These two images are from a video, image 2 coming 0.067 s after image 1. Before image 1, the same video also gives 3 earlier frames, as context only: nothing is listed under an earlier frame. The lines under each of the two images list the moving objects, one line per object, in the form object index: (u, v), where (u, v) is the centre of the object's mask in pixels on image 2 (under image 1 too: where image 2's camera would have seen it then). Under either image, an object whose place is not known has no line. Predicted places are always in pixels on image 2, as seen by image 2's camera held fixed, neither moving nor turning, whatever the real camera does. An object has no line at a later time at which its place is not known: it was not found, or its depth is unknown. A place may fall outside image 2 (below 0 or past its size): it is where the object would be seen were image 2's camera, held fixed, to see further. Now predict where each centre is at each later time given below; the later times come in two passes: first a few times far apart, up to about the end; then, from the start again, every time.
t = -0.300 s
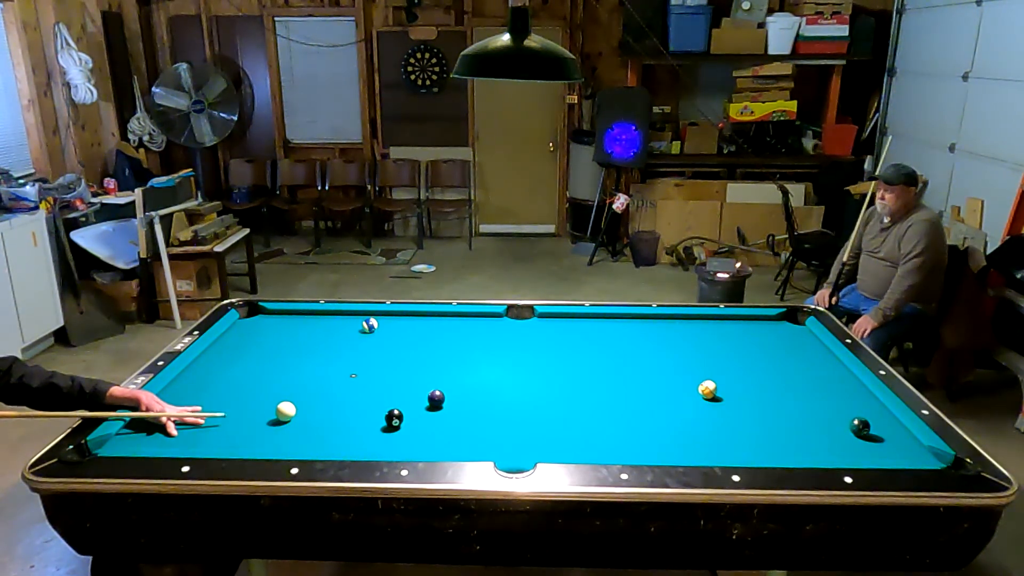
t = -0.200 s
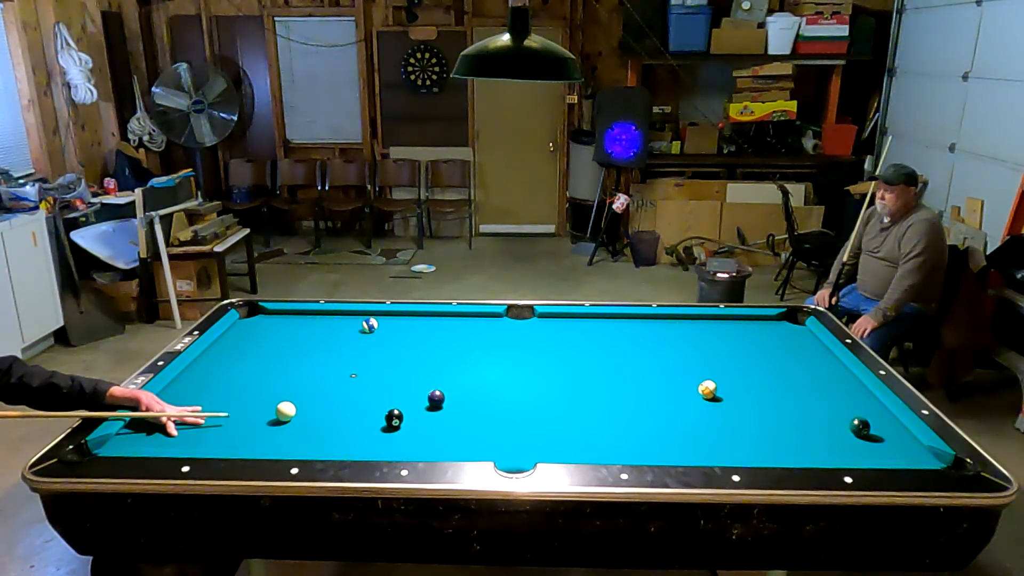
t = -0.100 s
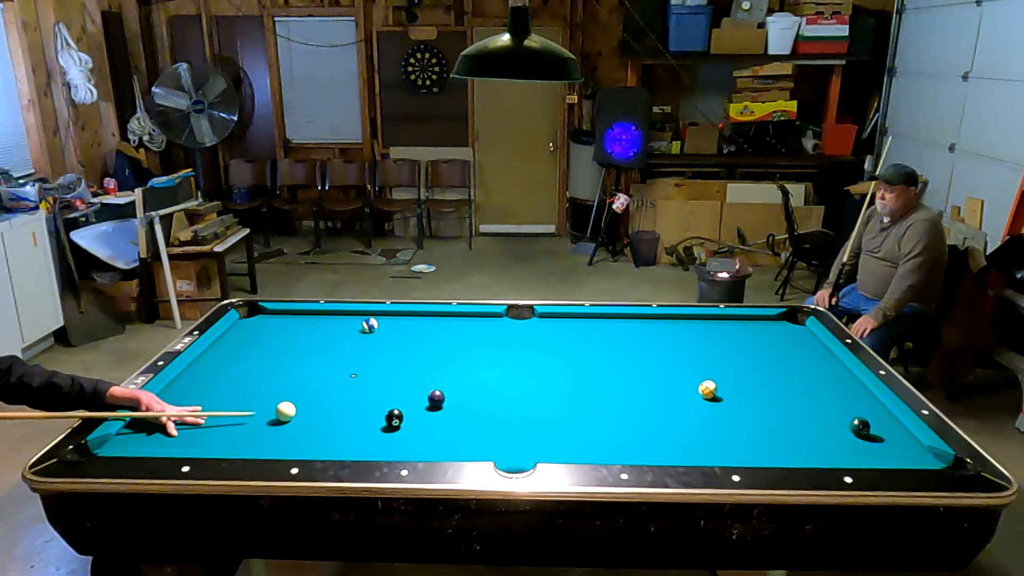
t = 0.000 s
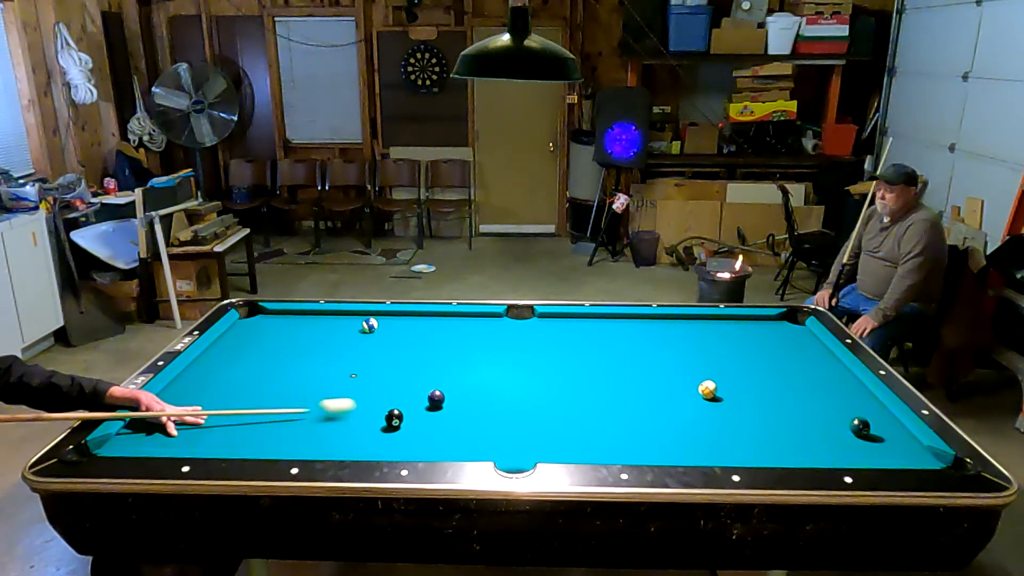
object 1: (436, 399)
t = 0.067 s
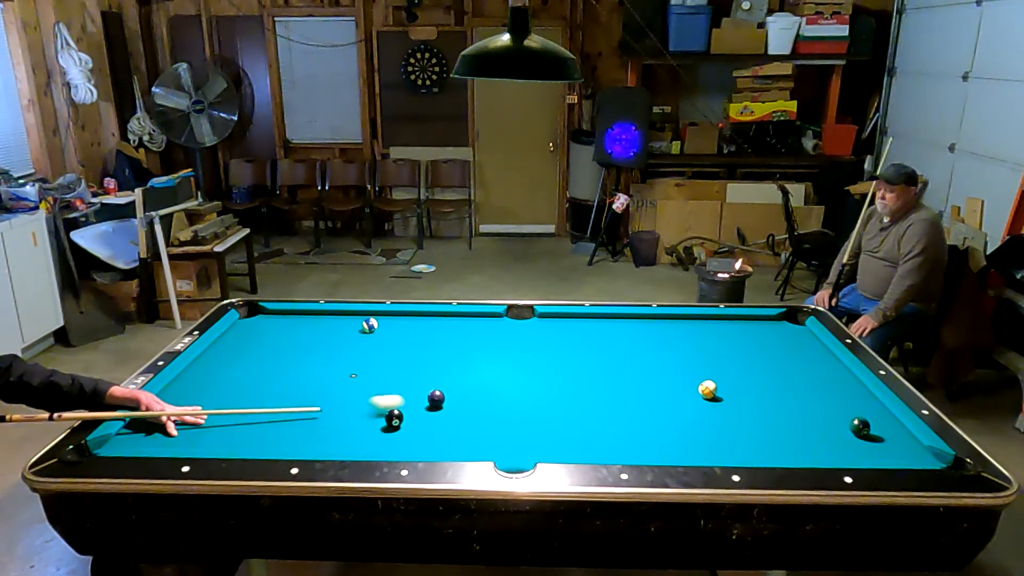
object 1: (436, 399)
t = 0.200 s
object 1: (480, 390)
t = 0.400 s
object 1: (558, 375)
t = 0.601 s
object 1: (623, 363)
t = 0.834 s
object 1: (691, 350)
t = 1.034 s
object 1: (743, 340)
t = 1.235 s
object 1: (792, 331)
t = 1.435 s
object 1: (775, 324)
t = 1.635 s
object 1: (744, 319)
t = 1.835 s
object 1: (722, 319)
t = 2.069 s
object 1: (702, 321)
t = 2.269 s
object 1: (685, 324)
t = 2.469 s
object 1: (668, 325)
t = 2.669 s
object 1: (653, 327)
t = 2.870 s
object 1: (638, 329)
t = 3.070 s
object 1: (624, 331)
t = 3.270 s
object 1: (611, 332)
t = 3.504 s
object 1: (598, 334)
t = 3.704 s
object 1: (587, 335)
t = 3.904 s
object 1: (577, 336)
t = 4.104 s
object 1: (568, 337)
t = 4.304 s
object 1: (560, 338)
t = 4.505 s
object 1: (553, 339)
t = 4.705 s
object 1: (547, 340)
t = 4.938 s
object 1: (542, 340)
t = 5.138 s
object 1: (538, 341)
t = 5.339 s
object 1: (536, 341)
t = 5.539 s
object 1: (535, 341)
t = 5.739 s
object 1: (535, 341)
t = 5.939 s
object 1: (535, 341)
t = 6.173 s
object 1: (535, 341)
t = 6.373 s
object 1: (535, 341)
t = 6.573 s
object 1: (535, 341)
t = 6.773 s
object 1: (535, 341)
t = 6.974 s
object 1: (535, 341)
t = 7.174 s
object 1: (535, 341)
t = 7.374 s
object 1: (535, 341)
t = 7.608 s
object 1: (535, 341)
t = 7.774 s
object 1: (535, 341)
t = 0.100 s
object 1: (436, 399)
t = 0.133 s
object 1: (446, 397)
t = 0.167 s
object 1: (463, 393)
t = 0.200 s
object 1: (480, 390)
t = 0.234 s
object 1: (496, 386)
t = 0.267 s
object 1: (510, 384)
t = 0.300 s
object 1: (523, 382)
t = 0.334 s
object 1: (535, 379)
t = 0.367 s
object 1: (547, 377)
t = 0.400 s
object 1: (558, 375)
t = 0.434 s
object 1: (570, 373)
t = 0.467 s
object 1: (581, 371)
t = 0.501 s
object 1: (591, 369)
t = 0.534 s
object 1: (602, 367)
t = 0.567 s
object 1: (612, 365)
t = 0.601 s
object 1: (623, 363)
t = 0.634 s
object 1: (633, 361)
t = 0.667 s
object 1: (643, 359)
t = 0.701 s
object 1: (652, 357)
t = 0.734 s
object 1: (662, 355)
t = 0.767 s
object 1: (672, 353)
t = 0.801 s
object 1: (681, 352)
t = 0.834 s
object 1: (691, 350)
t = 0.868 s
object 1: (699, 348)
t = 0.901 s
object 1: (709, 346)
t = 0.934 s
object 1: (718, 345)
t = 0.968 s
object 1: (726, 343)
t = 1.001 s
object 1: (735, 342)
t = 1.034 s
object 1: (743, 340)
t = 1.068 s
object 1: (752, 338)
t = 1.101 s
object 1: (760, 337)
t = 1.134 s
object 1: (768, 335)
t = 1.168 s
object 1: (776, 334)
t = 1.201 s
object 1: (784, 332)
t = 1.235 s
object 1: (792, 331)
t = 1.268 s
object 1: (799, 330)
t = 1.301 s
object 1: (799, 328)
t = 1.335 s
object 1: (792, 327)
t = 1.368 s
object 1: (786, 326)
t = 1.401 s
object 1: (780, 325)
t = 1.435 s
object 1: (775, 324)
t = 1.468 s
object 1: (770, 324)
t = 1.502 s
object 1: (765, 323)
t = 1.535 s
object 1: (759, 322)
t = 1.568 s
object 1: (754, 321)
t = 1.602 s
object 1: (749, 320)
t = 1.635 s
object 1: (744, 319)
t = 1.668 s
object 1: (739, 318)
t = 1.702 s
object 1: (735, 318)
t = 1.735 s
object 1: (731, 318)
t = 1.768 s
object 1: (728, 319)
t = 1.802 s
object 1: (725, 319)
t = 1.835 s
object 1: (722, 319)
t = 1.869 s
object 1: (719, 319)
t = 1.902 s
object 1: (716, 320)
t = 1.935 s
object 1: (713, 320)
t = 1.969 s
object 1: (710, 321)
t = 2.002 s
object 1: (707, 321)
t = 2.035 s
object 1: (704, 321)
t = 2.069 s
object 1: (702, 321)
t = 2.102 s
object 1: (699, 322)
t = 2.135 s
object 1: (696, 322)
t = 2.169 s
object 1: (693, 323)
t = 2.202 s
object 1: (690, 323)
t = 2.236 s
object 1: (687, 323)
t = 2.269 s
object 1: (685, 324)
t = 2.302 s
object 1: (682, 324)
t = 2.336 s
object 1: (679, 324)
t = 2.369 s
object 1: (676, 325)
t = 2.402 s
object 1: (674, 325)
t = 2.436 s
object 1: (671, 325)
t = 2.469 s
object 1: (668, 325)
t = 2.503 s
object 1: (665, 326)
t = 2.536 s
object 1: (663, 326)
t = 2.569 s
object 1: (660, 327)
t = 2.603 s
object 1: (658, 327)
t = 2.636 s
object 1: (655, 327)
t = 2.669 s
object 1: (653, 327)
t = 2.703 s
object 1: (650, 328)
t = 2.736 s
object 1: (647, 328)
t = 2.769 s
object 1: (645, 328)
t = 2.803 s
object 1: (643, 329)
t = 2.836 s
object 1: (640, 329)
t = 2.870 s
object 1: (638, 329)
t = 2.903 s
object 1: (636, 329)
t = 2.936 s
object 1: (633, 330)
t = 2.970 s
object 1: (631, 330)
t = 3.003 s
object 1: (629, 330)
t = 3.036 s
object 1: (626, 330)
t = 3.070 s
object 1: (624, 331)
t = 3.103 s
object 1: (622, 331)
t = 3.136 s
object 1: (620, 331)
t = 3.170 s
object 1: (618, 331)
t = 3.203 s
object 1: (615, 332)
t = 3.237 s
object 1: (613, 332)
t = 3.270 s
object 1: (611, 332)
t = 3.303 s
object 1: (609, 332)
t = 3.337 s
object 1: (607, 333)
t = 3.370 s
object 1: (605, 333)
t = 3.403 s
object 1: (603, 333)
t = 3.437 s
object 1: (601, 333)
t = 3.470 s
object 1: (599, 334)
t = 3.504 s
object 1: (598, 334)
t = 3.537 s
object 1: (596, 334)
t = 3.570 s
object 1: (594, 334)
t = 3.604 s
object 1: (592, 334)
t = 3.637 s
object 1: (590, 335)
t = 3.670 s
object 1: (589, 335)
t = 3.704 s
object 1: (587, 335)
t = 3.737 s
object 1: (585, 335)
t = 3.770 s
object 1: (583, 335)
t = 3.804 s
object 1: (582, 336)
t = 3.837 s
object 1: (580, 336)
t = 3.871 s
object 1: (579, 336)
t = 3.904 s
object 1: (577, 336)
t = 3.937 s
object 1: (576, 336)
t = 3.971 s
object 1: (574, 337)
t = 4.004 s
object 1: (572, 337)
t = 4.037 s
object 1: (571, 337)
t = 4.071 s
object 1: (569, 337)
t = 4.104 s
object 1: (568, 337)
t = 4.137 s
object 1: (567, 338)
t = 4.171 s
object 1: (565, 338)
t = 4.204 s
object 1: (564, 338)
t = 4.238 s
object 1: (563, 338)
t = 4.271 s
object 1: (561, 338)
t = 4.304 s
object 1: (560, 338)
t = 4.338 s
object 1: (559, 338)
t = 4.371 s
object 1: (558, 339)
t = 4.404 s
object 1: (557, 339)
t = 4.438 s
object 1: (556, 339)
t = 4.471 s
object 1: (554, 339)
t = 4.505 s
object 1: (553, 339)
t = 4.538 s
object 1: (552, 339)
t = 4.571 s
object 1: (551, 339)
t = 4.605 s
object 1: (550, 339)
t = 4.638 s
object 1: (549, 340)
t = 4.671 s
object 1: (548, 340)
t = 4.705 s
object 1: (547, 340)
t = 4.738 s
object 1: (547, 340)
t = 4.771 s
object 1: (546, 340)
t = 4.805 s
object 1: (545, 340)
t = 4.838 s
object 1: (544, 340)
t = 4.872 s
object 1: (544, 340)
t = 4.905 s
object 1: (543, 340)
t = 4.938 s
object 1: (542, 340)
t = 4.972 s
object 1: (541, 340)
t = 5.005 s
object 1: (541, 340)
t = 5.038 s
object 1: (540, 341)
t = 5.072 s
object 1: (539, 341)
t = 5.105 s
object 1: (539, 341)
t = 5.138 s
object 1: (538, 341)
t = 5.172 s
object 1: (538, 341)
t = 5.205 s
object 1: (537, 341)
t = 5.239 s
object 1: (537, 341)
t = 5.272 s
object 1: (537, 341)
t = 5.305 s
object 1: (536, 341)
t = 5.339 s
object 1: (536, 341)
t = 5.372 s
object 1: (536, 341)
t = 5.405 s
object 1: (535, 341)
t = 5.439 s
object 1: (535, 341)
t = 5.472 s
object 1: (535, 341)
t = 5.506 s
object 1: (535, 341)
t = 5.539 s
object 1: (535, 341)
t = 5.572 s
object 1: (535, 341)
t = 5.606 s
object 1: (534, 341)
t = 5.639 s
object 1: (534, 341)
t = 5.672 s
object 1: (534, 341)
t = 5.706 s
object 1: (534, 341)
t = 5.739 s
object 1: (535, 341)
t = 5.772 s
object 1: (535, 341)
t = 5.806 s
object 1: (535, 341)
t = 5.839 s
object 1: (535, 341)
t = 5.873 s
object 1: (535, 341)
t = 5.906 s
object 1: (535, 341)
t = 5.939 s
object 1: (535, 341)
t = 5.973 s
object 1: (535, 341)
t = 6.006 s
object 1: (535, 341)
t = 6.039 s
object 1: (535, 341)
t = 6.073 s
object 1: (535, 341)
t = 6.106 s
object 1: (535, 341)
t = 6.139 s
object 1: (535, 341)
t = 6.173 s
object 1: (535, 341)
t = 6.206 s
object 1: (535, 341)
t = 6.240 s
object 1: (535, 341)
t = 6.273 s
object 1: (535, 341)
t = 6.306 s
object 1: (535, 341)
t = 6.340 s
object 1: (535, 341)
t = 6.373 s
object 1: (535, 341)
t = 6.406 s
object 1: (535, 341)
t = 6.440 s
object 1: (535, 341)
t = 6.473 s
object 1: (535, 341)
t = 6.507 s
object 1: (535, 341)
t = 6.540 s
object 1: (535, 341)
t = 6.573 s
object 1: (535, 341)
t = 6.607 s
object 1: (535, 341)
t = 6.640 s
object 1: (535, 341)
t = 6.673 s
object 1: (535, 341)
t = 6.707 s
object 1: (535, 341)
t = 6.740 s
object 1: (535, 341)
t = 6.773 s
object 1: (535, 341)
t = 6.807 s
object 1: (535, 341)
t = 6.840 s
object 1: (535, 341)
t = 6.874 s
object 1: (535, 341)
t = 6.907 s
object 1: (535, 341)
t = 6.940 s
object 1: (535, 341)
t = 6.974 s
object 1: (535, 341)
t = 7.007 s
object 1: (535, 341)
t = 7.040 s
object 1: (535, 341)
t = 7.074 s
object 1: (535, 341)
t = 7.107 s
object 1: (535, 341)
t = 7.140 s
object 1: (535, 341)
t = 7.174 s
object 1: (535, 341)
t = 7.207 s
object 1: (535, 341)
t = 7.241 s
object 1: (535, 341)
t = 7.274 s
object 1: (535, 341)
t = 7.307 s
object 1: (535, 341)
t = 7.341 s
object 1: (535, 341)
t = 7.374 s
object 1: (535, 341)
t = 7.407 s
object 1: (535, 341)
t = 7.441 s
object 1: (535, 341)
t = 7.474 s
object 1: (535, 341)
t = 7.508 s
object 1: (535, 341)
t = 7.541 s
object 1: (535, 341)
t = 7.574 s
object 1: (535, 341)
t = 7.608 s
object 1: (535, 341)
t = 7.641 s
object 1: (535, 341)
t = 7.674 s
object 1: (535, 341)
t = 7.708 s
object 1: (535, 341)
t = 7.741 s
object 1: (535, 341)
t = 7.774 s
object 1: (535, 341)
